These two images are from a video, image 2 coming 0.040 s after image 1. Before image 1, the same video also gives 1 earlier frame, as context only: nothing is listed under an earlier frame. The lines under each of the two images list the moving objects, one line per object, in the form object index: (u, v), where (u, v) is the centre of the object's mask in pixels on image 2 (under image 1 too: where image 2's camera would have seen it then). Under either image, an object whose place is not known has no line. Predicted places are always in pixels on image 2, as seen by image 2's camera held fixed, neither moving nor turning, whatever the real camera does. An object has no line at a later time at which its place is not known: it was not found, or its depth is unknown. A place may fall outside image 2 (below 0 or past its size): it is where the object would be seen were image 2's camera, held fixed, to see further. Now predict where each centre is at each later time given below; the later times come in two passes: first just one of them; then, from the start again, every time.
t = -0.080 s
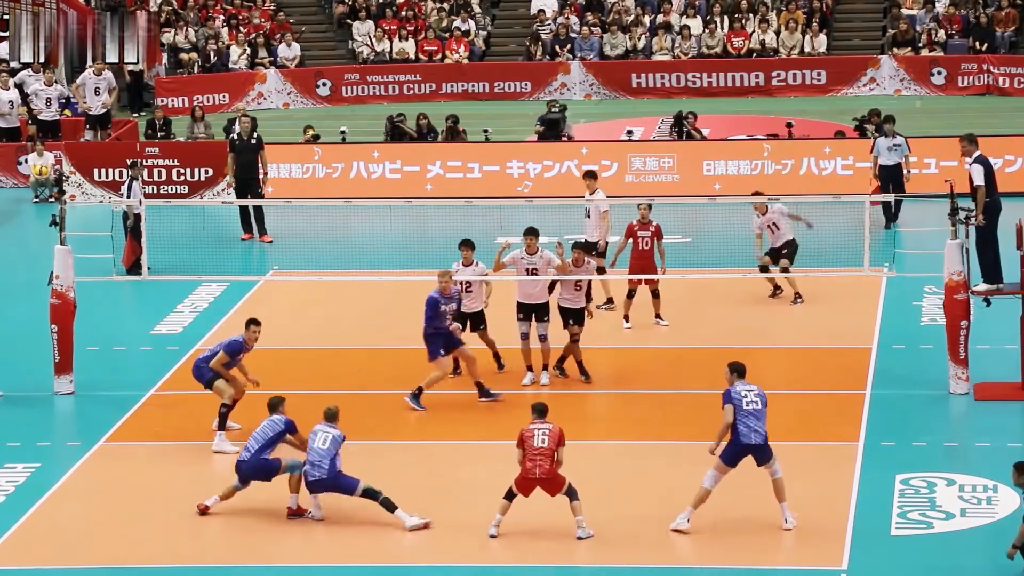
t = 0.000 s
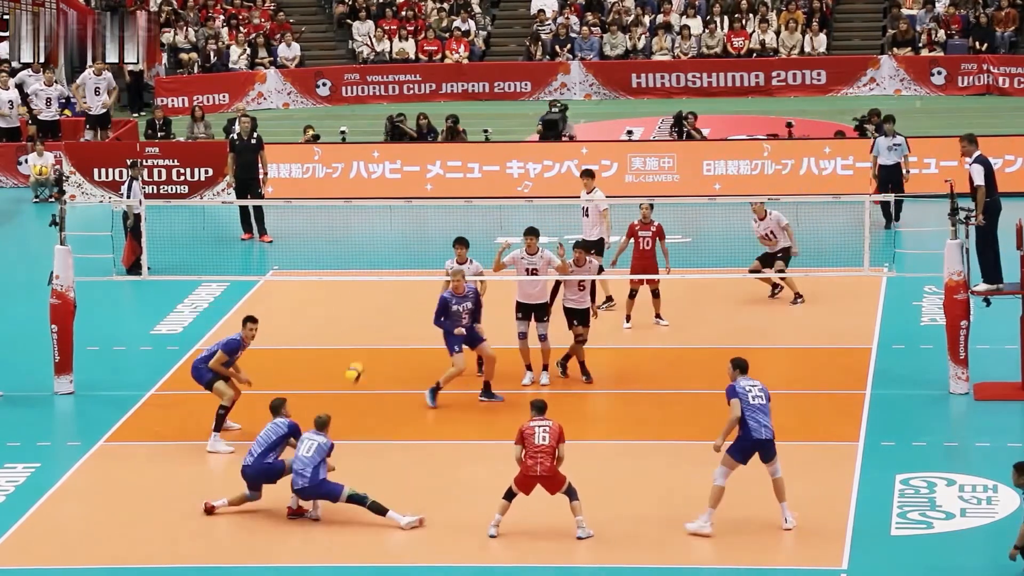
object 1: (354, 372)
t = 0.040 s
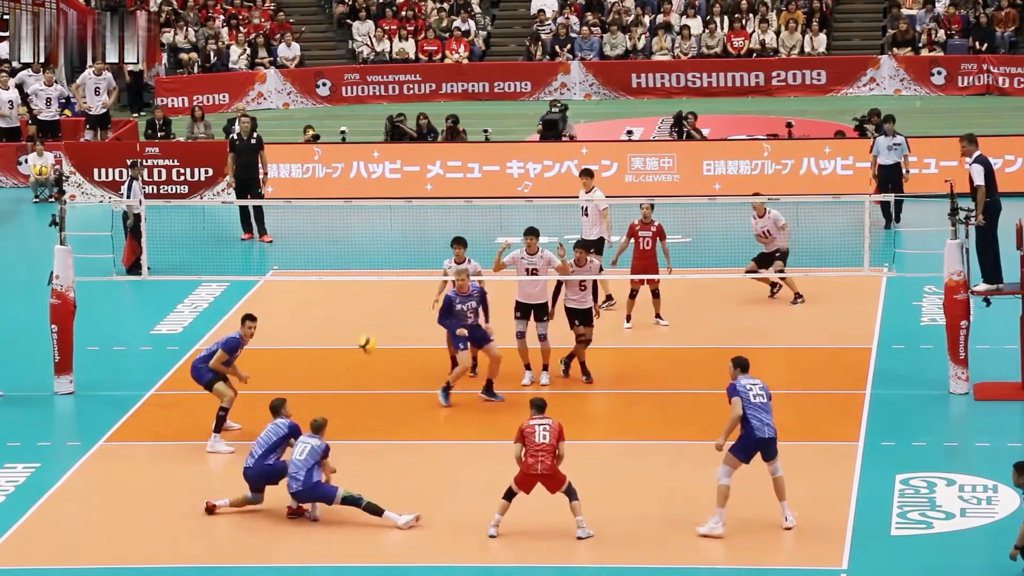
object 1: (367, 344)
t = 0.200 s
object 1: (426, 213)
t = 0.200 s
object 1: (426, 213)
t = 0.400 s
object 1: (496, 91)
